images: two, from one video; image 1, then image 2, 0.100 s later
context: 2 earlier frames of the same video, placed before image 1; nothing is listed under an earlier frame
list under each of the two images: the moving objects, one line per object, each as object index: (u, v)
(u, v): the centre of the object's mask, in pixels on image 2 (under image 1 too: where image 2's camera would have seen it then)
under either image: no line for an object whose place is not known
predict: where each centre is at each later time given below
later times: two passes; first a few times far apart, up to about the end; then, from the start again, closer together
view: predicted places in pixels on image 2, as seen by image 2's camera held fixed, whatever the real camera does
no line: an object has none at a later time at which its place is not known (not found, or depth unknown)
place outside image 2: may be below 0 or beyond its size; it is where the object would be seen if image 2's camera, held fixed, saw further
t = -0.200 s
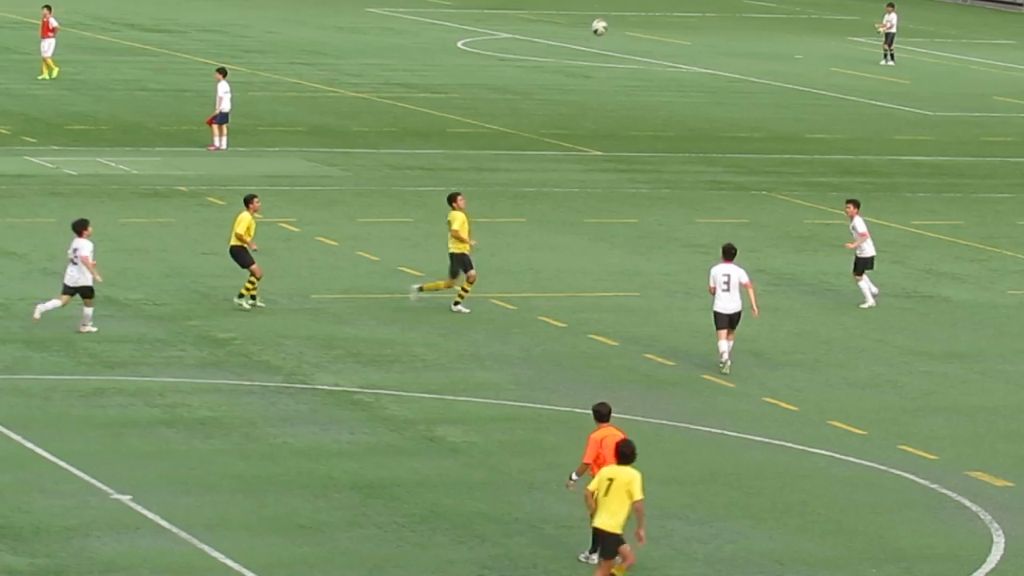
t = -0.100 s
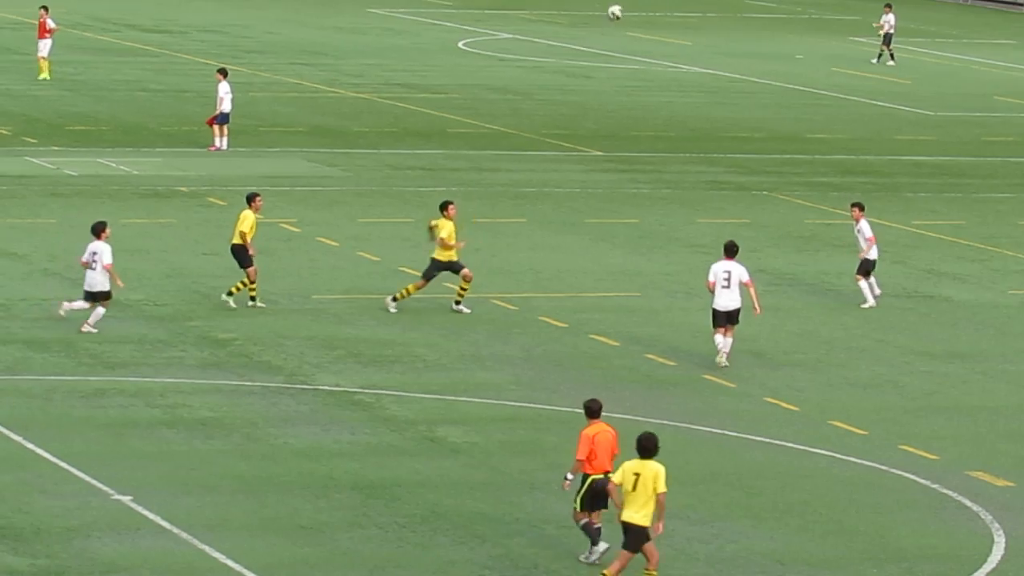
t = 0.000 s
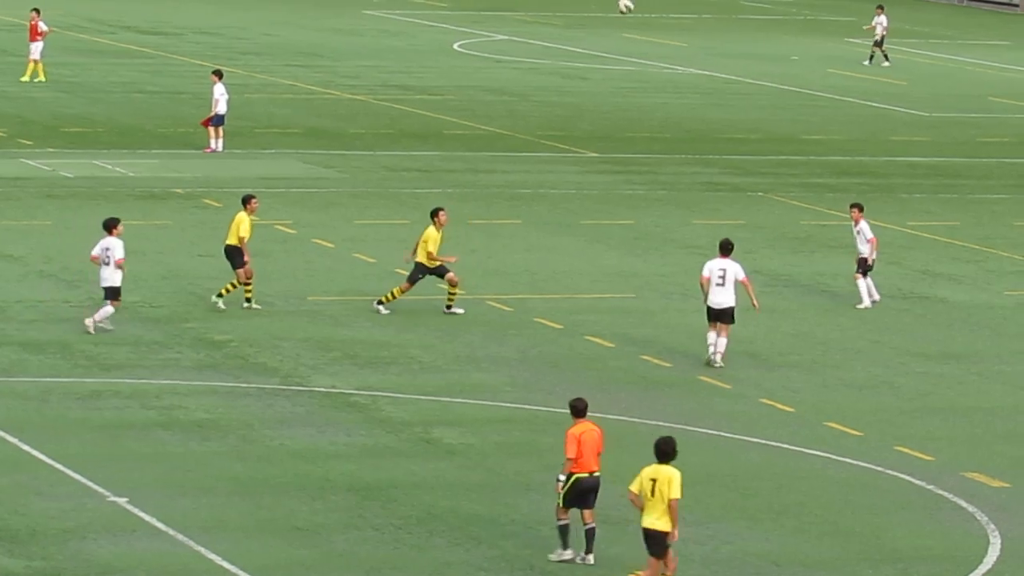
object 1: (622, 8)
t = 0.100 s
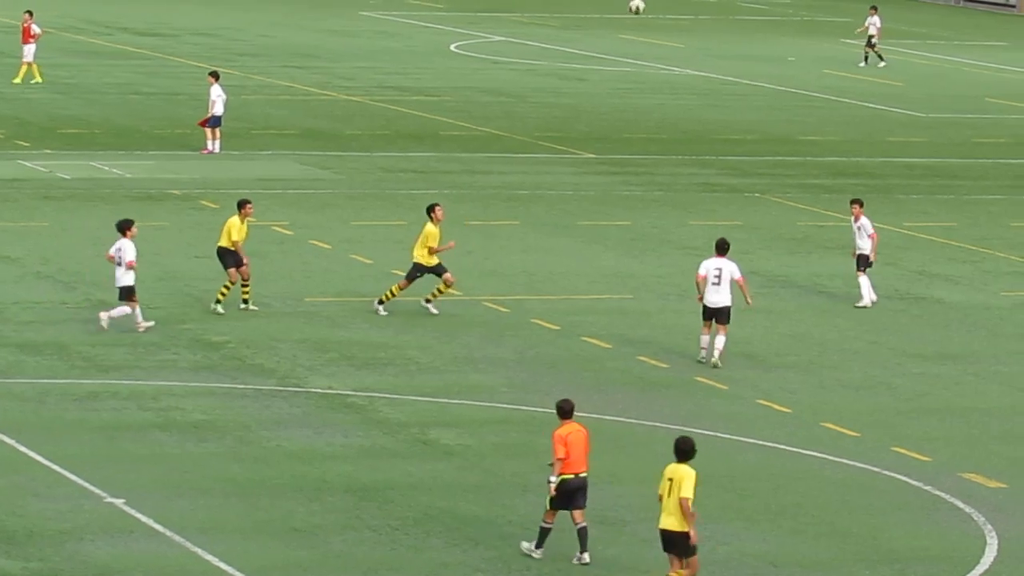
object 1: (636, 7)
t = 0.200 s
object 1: (650, 12)
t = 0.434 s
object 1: (682, 55)
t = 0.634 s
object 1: (709, 123)
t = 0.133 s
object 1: (641, 7)
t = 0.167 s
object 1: (646, 9)
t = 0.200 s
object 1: (650, 12)
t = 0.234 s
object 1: (655, 16)
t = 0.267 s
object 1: (660, 20)
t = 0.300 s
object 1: (665, 26)
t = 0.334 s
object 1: (669, 32)
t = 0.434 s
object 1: (682, 55)
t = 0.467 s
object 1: (687, 64)
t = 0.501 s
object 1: (692, 75)
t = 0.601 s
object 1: (704, 109)
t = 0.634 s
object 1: (709, 123)
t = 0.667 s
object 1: (714, 136)
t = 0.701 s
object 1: (719, 152)
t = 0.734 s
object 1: (722, 168)
